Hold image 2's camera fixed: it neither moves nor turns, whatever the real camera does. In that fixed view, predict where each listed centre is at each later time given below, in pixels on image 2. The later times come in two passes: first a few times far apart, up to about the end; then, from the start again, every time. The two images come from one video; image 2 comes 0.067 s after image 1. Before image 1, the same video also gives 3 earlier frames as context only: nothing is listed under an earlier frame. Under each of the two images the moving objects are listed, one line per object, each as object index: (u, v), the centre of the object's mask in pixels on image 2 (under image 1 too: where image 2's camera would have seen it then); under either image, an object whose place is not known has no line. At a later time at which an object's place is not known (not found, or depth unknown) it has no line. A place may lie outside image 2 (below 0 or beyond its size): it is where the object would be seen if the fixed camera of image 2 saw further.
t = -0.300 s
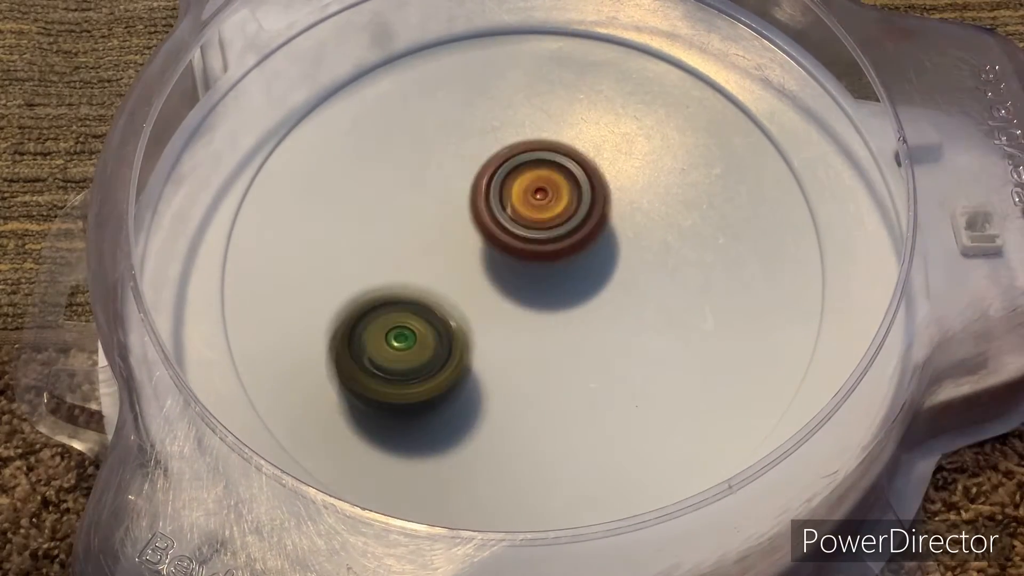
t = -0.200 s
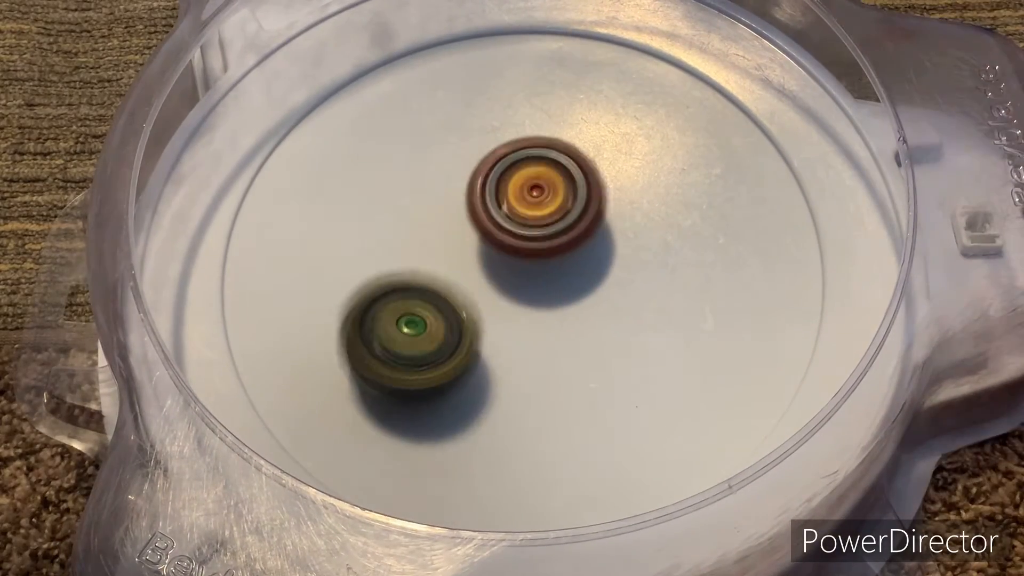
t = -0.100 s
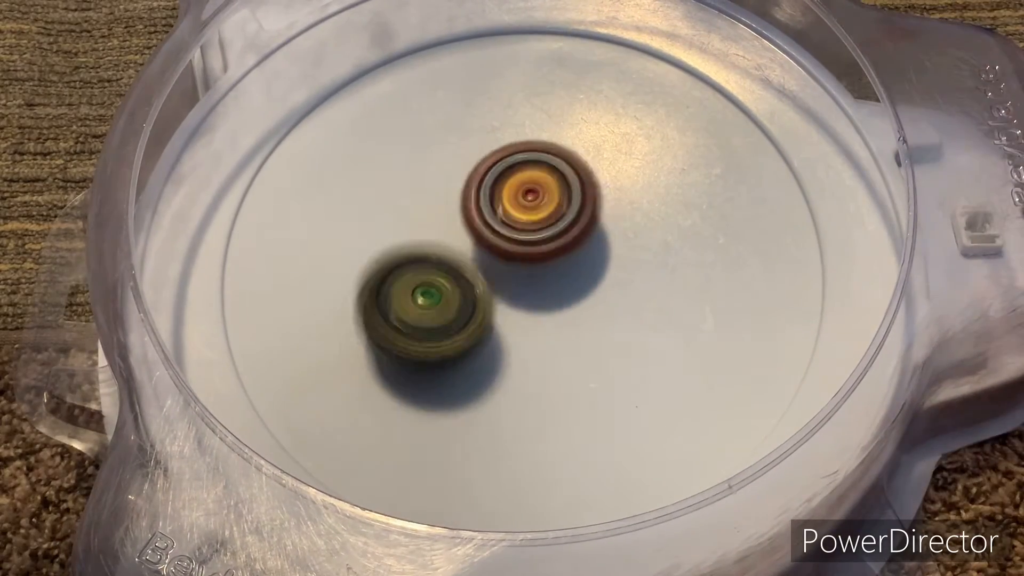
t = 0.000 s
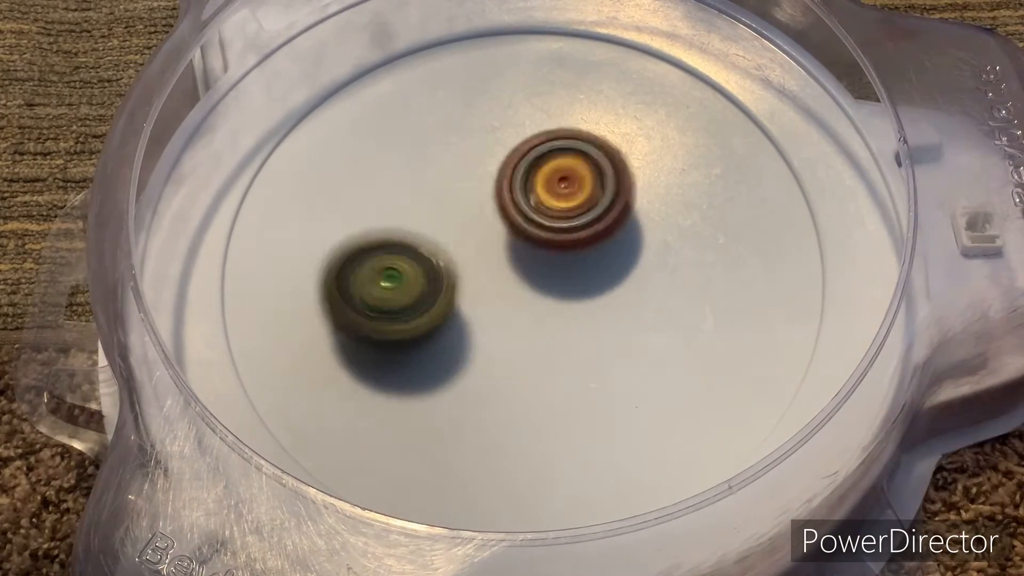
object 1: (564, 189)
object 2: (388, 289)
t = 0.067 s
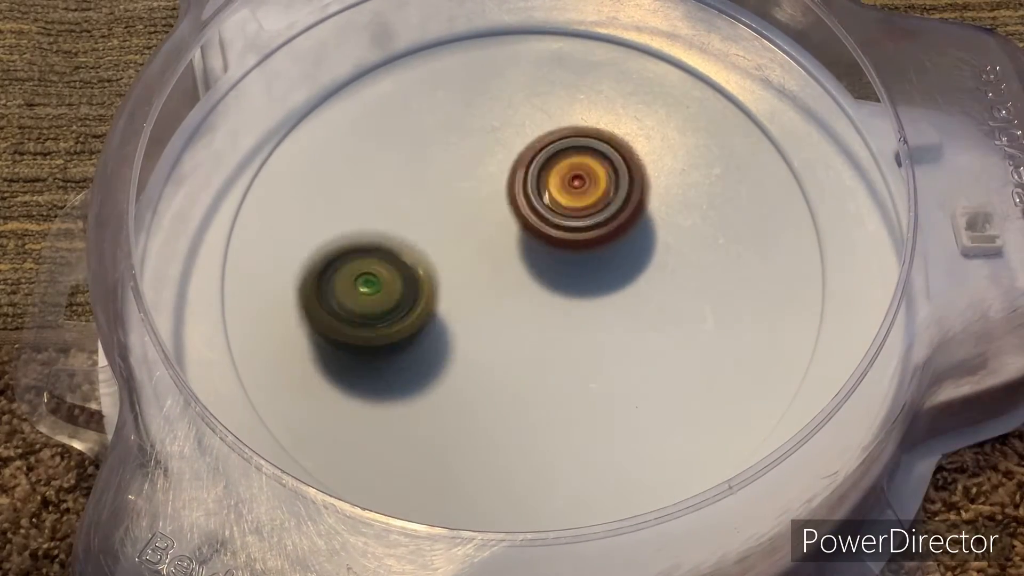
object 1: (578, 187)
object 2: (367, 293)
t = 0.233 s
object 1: (575, 199)
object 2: (369, 312)
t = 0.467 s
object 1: (642, 224)
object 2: (384, 275)
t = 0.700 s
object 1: (789, 179)
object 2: (267, 297)
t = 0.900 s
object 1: (703, 198)
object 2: (338, 316)
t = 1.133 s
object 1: (669, 312)
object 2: (427, 211)
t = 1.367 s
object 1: (738, 389)
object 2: (335, 121)
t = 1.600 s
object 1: (565, 340)
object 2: (418, 148)
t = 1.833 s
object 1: (448, 310)
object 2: (530, 157)
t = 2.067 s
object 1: (396, 258)
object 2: (608, 190)
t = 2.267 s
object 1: (402, 199)
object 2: (647, 237)
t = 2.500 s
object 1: (464, 160)
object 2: (657, 315)
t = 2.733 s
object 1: (554, 162)
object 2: (601, 395)
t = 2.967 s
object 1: (624, 213)
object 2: (504, 414)
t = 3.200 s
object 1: (639, 291)
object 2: (424, 362)
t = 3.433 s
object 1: (590, 352)
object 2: (384, 277)
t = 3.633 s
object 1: (513, 366)
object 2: (394, 207)
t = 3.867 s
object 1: (436, 326)
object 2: (451, 153)
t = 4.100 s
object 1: (418, 253)
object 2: (535, 143)
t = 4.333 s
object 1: (461, 195)
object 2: (612, 180)
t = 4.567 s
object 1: (535, 179)
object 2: (657, 251)
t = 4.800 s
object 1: (604, 212)
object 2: (649, 332)
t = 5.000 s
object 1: (631, 262)
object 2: (596, 399)
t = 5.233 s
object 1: (621, 308)
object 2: (479, 434)
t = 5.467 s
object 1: (541, 326)
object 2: (375, 403)
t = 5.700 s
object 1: (578, 282)
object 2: (311, 297)
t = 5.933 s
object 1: (592, 212)
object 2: (372, 206)
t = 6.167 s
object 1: (645, 176)
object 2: (456, 160)
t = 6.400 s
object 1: (696, 205)
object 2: (541, 187)
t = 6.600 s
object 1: (711, 267)
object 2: (575, 247)
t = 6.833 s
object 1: (661, 317)
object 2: (509, 302)
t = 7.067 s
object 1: (604, 288)
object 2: (413, 322)
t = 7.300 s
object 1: (587, 231)
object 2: (390, 298)
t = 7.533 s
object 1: (616, 192)
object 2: (453, 255)
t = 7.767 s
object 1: (671, 209)
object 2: (527, 236)
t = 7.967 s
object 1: (672, 259)
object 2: (530, 244)
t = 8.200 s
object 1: (664, 297)
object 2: (467, 234)
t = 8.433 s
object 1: (580, 253)
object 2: (440, 234)
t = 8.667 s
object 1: (613, 258)
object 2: (455, 215)
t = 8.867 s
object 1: (608, 278)
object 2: (491, 217)
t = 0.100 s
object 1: (579, 188)
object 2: (361, 297)
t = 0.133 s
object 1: (578, 190)
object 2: (359, 302)
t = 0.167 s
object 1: (578, 192)
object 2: (358, 305)
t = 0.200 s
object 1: (577, 195)
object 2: (362, 310)
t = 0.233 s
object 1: (575, 199)
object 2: (369, 312)
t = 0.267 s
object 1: (574, 203)
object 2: (379, 312)
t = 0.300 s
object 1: (573, 207)
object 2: (392, 311)
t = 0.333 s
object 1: (573, 213)
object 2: (405, 306)
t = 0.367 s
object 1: (572, 218)
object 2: (418, 300)
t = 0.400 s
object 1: (572, 225)
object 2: (430, 293)
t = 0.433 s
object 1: (575, 230)
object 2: (438, 281)
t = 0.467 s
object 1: (642, 224)
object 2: (384, 275)
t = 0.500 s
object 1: (699, 214)
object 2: (345, 269)
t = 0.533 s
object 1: (747, 206)
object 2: (317, 268)
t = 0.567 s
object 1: (780, 198)
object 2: (298, 269)
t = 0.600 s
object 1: (799, 191)
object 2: (283, 275)
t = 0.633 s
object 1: (805, 185)
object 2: (274, 282)
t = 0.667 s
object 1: (799, 181)
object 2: (269, 289)
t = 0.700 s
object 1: (789, 179)
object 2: (267, 297)
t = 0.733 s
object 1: (778, 177)
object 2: (270, 303)
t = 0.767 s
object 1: (767, 178)
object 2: (275, 310)
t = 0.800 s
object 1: (753, 181)
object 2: (286, 315)
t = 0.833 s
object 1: (737, 185)
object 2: (300, 316)
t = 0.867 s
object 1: (721, 191)
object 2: (318, 318)
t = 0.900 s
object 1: (703, 198)
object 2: (338, 316)
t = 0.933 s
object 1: (685, 207)
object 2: (357, 314)
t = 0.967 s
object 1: (670, 217)
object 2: (380, 306)
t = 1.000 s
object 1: (654, 229)
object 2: (403, 298)
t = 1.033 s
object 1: (638, 241)
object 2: (426, 286)
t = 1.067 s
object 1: (623, 255)
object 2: (445, 272)
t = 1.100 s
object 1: (608, 269)
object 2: (465, 254)
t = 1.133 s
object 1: (669, 312)
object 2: (427, 211)
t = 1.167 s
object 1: (738, 354)
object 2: (386, 162)
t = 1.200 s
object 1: (777, 377)
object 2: (357, 126)
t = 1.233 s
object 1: (807, 406)
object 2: (335, 102)
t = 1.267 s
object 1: (799, 403)
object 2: (319, 86)
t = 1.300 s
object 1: (779, 397)
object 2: (320, 94)
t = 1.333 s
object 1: (756, 390)
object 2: (328, 111)
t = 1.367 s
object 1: (738, 389)
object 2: (335, 121)
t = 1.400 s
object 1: (714, 380)
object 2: (343, 130)
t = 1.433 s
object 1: (690, 371)
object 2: (350, 138)
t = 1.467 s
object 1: (665, 364)
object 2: (360, 144)
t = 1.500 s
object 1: (639, 357)
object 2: (372, 146)
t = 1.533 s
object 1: (613, 350)
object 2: (386, 148)
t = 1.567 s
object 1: (589, 345)
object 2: (402, 148)
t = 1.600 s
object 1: (565, 340)
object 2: (418, 148)
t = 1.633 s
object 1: (544, 337)
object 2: (436, 148)
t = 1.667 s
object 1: (524, 333)
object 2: (453, 150)
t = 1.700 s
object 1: (507, 329)
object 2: (470, 151)
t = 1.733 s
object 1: (491, 326)
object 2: (486, 154)
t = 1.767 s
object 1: (475, 321)
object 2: (502, 155)
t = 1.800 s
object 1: (462, 316)
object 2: (516, 156)
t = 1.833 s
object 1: (448, 310)
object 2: (530, 157)
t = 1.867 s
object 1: (436, 304)
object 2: (544, 159)
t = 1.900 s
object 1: (426, 298)
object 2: (557, 162)
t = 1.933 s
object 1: (417, 291)
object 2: (569, 166)
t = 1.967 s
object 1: (409, 283)
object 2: (579, 171)
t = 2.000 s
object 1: (403, 275)
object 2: (590, 177)
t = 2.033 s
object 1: (399, 267)
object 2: (598, 183)
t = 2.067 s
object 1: (396, 258)
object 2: (608, 190)
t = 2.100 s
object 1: (394, 249)
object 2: (616, 195)
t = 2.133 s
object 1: (392, 238)
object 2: (624, 202)
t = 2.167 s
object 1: (392, 227)
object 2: (631, 209)
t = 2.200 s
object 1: (394, 217)
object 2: (637, 218)
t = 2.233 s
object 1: (397, 208)
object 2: (643, 227)
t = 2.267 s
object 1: (402, 199)
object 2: (647, 237)
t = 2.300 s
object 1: (408, 192)
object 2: (650, 247)
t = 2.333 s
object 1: (414, 183)
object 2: (652, 258)
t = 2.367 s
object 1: (422, 177)
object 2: (652, 268)
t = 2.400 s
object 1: (431, 172)
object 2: (654, 279)
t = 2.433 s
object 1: (441, 167)
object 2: (655, 290)
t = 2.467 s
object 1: (452, 163)
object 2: (657, 302)
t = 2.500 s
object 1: (464, 160)
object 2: (657, 315)
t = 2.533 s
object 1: (476, 158)
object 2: (655, 331)
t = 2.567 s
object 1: (489, 157)
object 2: (652, 344)
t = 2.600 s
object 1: (502, 156)
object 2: (646, 355)
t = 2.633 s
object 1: (515, 156)
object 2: (637, 366)
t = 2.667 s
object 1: (528, 157)
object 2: (626, 376)
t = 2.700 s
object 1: (541, 159)
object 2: (614, 386)
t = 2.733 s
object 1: (554, 162)
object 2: (601, 395)
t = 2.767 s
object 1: (566, 166)
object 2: (588, 402)
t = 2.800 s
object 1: (578, 172)
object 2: (573, 409)
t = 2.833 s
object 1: (588, 179)
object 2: (559, 412)
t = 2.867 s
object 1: (598, 186)
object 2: (545, 414)
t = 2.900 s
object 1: (608, 194)
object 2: (532, 415)
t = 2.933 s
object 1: (617, 203)
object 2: (518, 414)
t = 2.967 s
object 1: (624, 213)
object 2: (504, 414)
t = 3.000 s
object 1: (630, 223)
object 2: (491, 410)
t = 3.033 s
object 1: (635, 234)
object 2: (478, 404)
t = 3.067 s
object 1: (639, 245)
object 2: (465, 399)
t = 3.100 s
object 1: (641, 256)
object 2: (454, 391)
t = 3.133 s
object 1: (641, 268)
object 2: (443, 382)
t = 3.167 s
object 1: (641, 280)
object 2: (434, 372)
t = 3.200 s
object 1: (639, 291)
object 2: (424, 362)
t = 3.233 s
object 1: (635, 302)
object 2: (416, 351)
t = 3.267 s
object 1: (631, 311)
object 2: (407, 341)
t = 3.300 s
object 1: (626, 320)
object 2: (400, 329)
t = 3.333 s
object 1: (619, 329)
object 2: (394, 317)
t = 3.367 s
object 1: (610, 338)
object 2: (390, 304)
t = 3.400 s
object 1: (600, 346)
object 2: (386, 291)
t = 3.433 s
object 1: (590, 352)
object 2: (384, 277)
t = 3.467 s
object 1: (579, 357)
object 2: (383, 264)
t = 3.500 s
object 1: (565, 362)
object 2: (383, 251)
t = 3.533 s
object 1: (552, 364)
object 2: (384, 239)
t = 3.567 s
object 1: (541, 367)
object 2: (386, 228)
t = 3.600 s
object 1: (527, 367)
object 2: (389, 217)
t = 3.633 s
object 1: (513, 366)
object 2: (394, 207)
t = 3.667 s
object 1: (500, 364)
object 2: (401, 196)
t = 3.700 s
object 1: (489, 360)
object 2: (407, 186)
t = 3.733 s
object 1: (476, 354)
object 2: (414, 177)
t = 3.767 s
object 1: (464, 349)
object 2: (421, 170)
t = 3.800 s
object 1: (455, 342)
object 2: (430, 165)
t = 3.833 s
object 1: (444, 334)
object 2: (441, 157)
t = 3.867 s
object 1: (436, 326)
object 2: (451, 153)
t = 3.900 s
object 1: (429, 317)
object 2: (462, 149)
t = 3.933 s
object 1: (424, 306)
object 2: (473, 147)
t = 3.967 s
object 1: (419, 296)
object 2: (485, 146)
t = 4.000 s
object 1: (417, 286)
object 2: (498, 144)
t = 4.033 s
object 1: (416, 275)
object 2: (511, 143)
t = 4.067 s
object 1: (416, 264)
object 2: (523, 143)
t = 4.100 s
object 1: (418, 253)
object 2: (535, 143)
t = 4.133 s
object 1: (421, 242)
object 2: (547, 145)
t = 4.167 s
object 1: (424, 232)
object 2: (559, 147)
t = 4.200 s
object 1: (430, 224)
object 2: (570, 152)
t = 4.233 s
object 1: (436, 215)
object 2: (581, 157)
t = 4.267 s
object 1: (443, 208)
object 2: (592, 164)
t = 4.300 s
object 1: (452, 201)
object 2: (602, 171)
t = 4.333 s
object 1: (461, 195)
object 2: (612, 180)
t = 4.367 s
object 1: (470, 190)
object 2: (621, 189)
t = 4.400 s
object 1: (481, 186)
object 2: (630, 197)
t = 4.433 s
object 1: (491, 182)
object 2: (637, 207)
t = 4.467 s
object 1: (502, 180)
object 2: (643, 218)
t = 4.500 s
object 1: (514, 178)
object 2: (649, 229)
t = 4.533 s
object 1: (524, 178)
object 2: (654, 240)
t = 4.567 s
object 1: (535, 179)
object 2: (657, 251)
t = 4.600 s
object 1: (547, 180)
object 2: (661, 264)
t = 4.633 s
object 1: (557, 184)
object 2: (662, 274)
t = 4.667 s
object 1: (568, 188)
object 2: (661, 285)
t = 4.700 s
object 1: (578, 193)
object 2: (659, 297)
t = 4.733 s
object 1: (587, 199)
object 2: (656, 308)
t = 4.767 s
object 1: (596, 206)
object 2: (654, 319)
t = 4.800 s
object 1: (604, 212)
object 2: (649, 332)
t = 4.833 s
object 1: (610, 219)
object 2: (644, 341)
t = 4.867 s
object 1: (618, 224)
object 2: (637, 355)
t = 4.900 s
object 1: (624, 232)
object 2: (626, 366)
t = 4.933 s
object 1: (629, 242)
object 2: (619, 377)
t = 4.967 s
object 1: (631, 251)
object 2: (609, 388)
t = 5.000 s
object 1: (631, 262)
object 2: (596, 399)
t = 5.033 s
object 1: (631, 272)
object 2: (586, 406)
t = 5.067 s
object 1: (628, 283)
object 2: (573, 410)
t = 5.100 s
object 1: (625, 293)
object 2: (559, 415)
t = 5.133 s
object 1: (621, 302)
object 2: (546, 419)
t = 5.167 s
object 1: (615, 310)
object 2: (532, 421)
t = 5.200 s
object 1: (621, 309)
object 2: (503, 432)
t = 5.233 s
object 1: (621, 308)
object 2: (479, 434)
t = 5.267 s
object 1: (616, 309)
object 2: (457, 438)
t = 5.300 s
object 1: (606, 313)
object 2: (441, 437)
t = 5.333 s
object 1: (596, 318)
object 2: (424, 434)
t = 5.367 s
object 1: (582, 322)
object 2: (411, 429)
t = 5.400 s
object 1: (570, 324)
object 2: (397, 422)
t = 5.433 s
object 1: (554, 325)
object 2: (386, 412)
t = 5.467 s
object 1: (541, 326)
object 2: (375, 403)
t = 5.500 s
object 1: (526, 326)
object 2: (367, 390)
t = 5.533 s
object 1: (513, 324)
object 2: (360, 377)
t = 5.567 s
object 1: (507, 320)
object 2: (347, 364)
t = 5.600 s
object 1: (531, 311)
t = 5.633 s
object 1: (553, 301)
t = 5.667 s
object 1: (568, 291)
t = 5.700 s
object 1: (578, 282)
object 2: (311, 297)
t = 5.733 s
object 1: (582, 272)
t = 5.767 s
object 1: (585, 262)
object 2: (316, 266)
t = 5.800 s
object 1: (585, 252)
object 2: (324, 253)
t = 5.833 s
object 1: (586, 241)
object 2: (333, 240)
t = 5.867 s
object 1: (588, 232)
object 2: (345, 226)
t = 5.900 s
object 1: (589, 221)
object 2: (358, 217)
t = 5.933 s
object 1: (592, 212)
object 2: (372, 206)
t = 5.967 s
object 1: (593, 203)
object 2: (388, 196)
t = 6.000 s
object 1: (596, 195)
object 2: (405, 189)
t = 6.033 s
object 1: (597, 187)
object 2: (423, 182)
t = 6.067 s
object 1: (599, 181)
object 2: (443, 178)
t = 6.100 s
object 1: (603, 175)
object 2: (457, 174)
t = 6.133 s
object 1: (628, 176)
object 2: (453, 165)
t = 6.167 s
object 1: (645, 176)
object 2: (456, 160)
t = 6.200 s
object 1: (655, 177)
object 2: (464, 158)
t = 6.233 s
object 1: (661, 178)
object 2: (480, 160)
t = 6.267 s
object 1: (666, 179)
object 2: (495, 164)
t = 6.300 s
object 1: (671, 182)
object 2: (509, 170)
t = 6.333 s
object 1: (675, 186)
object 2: (524, 174)
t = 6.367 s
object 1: (676, 192)
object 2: (537, 181)
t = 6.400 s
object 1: (696, 205)
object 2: (541, 187)
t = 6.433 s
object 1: (712, 219)
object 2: (543, 195)
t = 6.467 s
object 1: (718, 231)
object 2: (550, 201)
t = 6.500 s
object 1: (720, 241)
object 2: (560, 214)
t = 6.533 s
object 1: (719, 250)
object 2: (565, 225)
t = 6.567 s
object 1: (716, 258)
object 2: (569, 235)
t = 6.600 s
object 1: (711, 267)
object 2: (575, 247)
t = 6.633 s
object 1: (718, 278)
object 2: (565, 252)
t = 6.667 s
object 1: (721, 290)
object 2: (553, 262)
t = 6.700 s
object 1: (716, 300)
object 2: (547, 269)
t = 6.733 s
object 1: (704, 307)
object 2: (536, 279)
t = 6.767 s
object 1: (688, 313)
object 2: (527, 287)
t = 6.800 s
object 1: (675, 315)
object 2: (519, 294)
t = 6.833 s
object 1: (661, 317)
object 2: (509, 302)
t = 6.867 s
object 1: (657, 316)
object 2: (490, 309)
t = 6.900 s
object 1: (652, 315)
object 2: (474, 314)
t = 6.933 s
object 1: (642, 311)
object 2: (462, 316)
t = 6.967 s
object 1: (629, 307)
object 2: (448, 320)
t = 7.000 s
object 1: (619, 301)
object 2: (437, 320)
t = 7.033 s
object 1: (611, 295)
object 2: (425, 321)
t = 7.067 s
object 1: (604, 288)
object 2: (413, 322)
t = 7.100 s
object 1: (599, 280)
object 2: (404, 321)
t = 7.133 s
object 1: (594, 272)
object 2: (394, 319)
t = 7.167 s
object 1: (591, 263)
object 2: (389, 315)
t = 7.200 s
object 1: (589, 254)
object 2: (387, 311)
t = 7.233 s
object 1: (587, 245)
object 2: (387, 307)
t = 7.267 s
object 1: (587, 239)
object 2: (388, 302)
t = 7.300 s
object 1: (587, 231)
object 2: (390, 298)
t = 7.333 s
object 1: (589, 223)
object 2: (396, 291)
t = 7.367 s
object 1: (591, 216)
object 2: (401, 285)
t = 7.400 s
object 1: (594, 209)
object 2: (411, 278)
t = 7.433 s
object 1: (599, 204)
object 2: (419, 271)
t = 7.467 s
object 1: (604, 199)
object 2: (430, 266)
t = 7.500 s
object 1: (610, 195)
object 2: (441, 259)
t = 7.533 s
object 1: (616, 192)
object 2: (453, 255)
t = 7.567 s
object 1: (622, 191)
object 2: (466, 250)
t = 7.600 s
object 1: (630, 191)
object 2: (479, 246)
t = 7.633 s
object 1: (636, 193)
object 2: (493, 242)
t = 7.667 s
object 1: (642, 196)
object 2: (507, 240)
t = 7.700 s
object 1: (652, 198)
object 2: (513, 238)
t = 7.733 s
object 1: (665, 202)
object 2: (519, 233)
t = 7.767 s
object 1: (671, 209)
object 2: (527, 236)
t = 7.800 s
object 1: (680, 219)
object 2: (527, 235)
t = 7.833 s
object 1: (689, 230)
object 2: (524, 234)
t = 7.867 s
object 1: (688, 240)
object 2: (527, 235)
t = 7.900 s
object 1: (685, 247)
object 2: (529, 240)
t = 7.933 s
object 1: (678, 253)
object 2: (528, 241)
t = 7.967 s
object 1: (672, 259)
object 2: (530, 244)
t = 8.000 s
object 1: (667, 266)
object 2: (528, 247)
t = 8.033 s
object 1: (677, 281)
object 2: (513, 242)
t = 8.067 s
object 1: (688, 287)
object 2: (499, 238)
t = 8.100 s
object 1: (690, 296)
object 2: (492, 238)
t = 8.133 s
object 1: (685, 299)
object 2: (482, 238)
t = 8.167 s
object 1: (676, 299)
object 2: (471, 235)
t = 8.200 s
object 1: (664, 297)
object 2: (467, 234)
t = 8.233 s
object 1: (654, 292)
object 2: (460, 231)
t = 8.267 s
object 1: (645, 288)
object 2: (454, 230)
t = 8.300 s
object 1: (634, 280)
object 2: (449, 229)
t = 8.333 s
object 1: (622, 275)
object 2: (446, 231)
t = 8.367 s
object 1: (609, 263)
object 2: (442, 231)
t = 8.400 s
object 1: (593, 259)
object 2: (441, 232)
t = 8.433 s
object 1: (580, 253)
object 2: (440, 234)
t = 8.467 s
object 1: (571, 246)
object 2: (439, 232)
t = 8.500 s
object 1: (569, 243)
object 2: (440, 231)
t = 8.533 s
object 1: (572, 244)
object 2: (443, 227)
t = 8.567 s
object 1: (580, 248)
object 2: (444, 225)
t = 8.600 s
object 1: (592, 245)
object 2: (444, 219)
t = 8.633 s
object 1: (605, 256)
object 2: (451, 215)
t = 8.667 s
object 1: (613, 258)
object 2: (455, 215)
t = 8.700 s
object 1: (618, 262)
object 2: (457, 214)
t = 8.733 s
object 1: (618, 262)
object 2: (465, 214)
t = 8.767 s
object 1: (619, 267)
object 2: (473, 216)
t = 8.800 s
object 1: (611, 264)
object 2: (479, 217)
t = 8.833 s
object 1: (609, 271)
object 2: (485, 218)
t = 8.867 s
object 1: (608, 278)
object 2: (491, 217)
